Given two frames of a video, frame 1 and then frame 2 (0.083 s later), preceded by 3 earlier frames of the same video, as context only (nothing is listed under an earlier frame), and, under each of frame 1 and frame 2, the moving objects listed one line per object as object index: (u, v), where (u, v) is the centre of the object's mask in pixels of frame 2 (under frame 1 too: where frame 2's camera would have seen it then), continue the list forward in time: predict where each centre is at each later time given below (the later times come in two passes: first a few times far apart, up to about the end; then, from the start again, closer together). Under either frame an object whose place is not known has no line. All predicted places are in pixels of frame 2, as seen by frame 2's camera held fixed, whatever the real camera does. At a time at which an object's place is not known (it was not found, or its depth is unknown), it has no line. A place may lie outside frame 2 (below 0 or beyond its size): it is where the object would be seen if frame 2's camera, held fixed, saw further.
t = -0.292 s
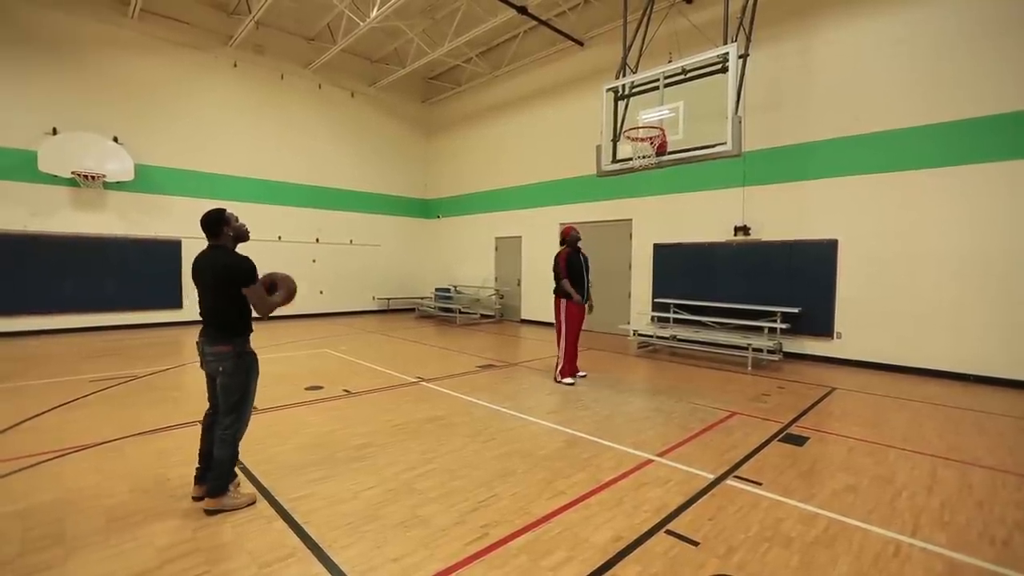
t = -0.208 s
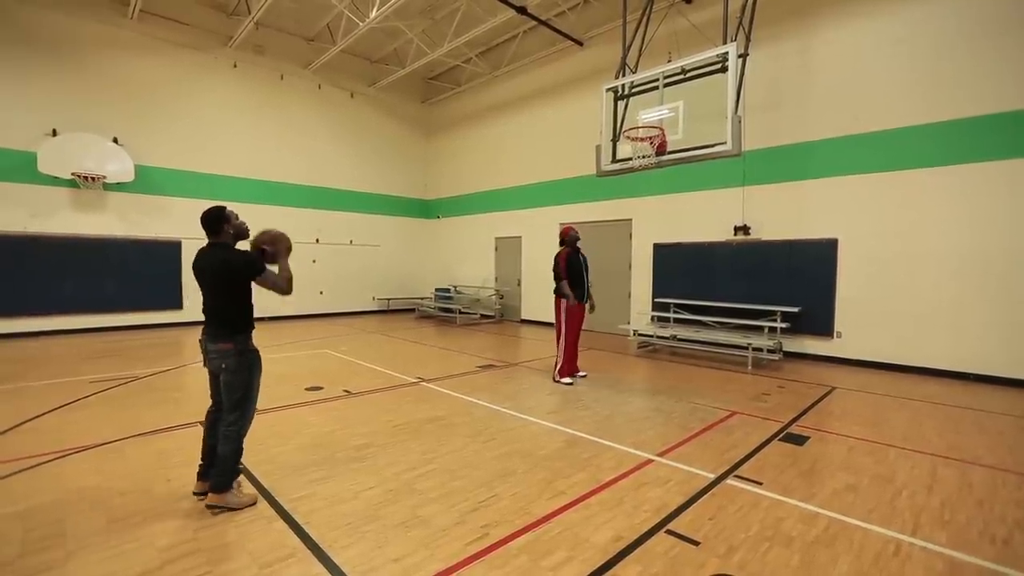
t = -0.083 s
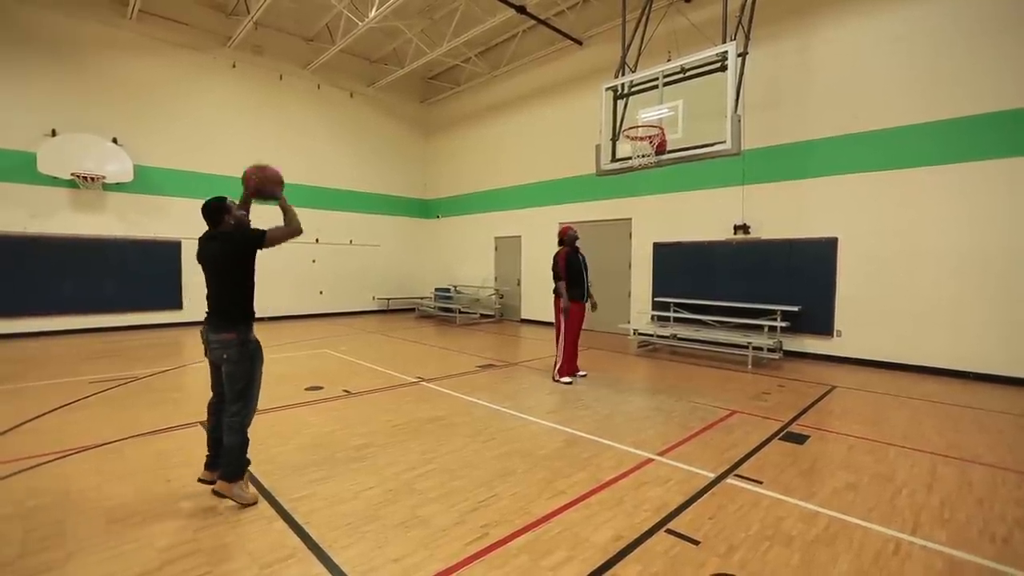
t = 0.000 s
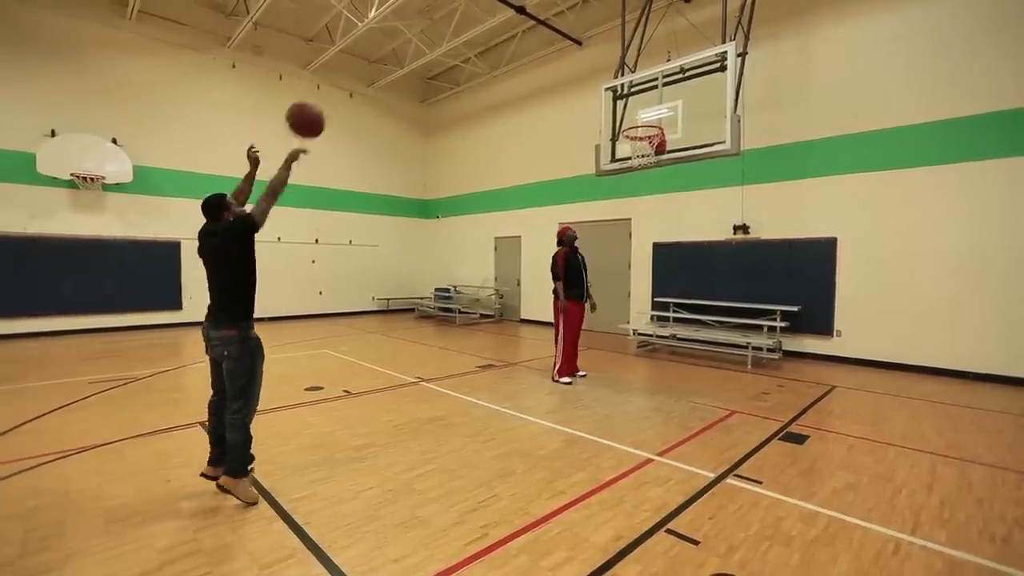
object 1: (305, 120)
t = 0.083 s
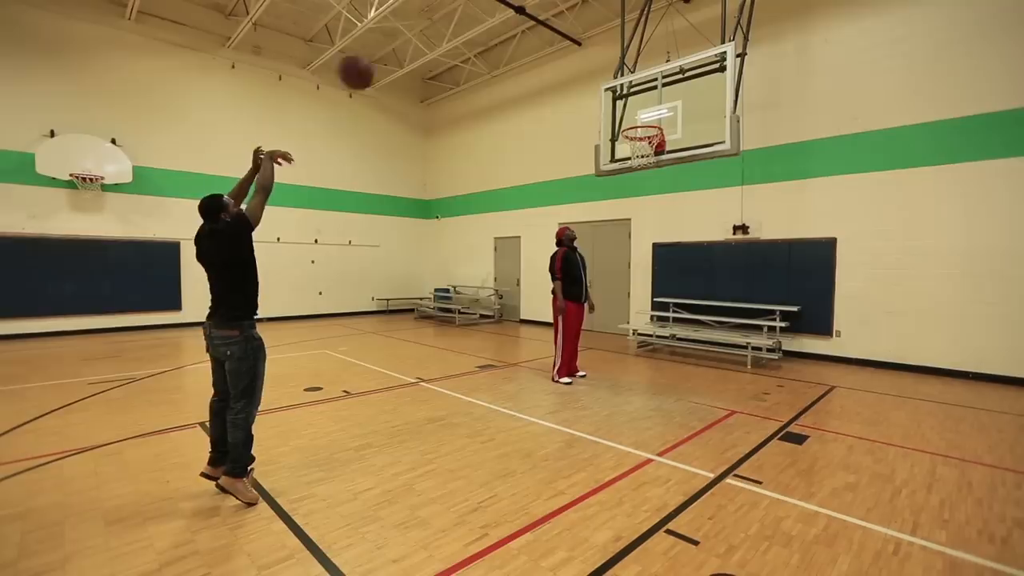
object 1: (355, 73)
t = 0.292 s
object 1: (459, 13)
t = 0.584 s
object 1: (561, 22)
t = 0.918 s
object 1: (639, 116)
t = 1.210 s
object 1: (670, 66)
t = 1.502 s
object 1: (705, 92)
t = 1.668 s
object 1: (727, 151)
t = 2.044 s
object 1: (772, 427)
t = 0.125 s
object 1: (378, 54)
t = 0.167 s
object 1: (400, 39)
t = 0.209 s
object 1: (422, 26)
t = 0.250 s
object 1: (440, 18)
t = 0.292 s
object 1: (459, 13)
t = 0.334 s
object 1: (477, 11)
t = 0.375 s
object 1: (493, 10)
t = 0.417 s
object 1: (509, 10)
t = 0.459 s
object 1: (522, 11)
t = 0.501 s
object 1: (536, 13)
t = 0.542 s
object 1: (549, 16)
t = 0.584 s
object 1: (561, 22)
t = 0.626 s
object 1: (574, 31)
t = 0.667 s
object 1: (585, 41)
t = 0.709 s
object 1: (595, 52)
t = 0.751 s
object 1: (605, 63)
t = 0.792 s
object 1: (615, 76)
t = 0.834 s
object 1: (624, 90)
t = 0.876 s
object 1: (632, 105)
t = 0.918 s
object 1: (639, 116)
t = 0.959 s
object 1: (644, 105)
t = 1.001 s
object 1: (648, 96)
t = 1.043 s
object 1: (652, 87)
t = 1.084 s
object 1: (656, 80)
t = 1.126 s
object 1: (661, 73)
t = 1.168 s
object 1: (666, 69)
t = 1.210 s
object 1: (670, 66)
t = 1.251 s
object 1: (675, 65)
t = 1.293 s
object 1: (679, 65)
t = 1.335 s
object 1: (684, 67)
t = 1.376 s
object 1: (690, 70)
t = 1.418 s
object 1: (694, 76)
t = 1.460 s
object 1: (700, 83)
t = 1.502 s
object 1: (705, 92)
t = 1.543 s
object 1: (711, 103)
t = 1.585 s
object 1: (716, 117)
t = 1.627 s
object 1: (721, 133)
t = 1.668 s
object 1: (727, 151)
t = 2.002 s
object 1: (767, 386)
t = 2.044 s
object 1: (772, 427)
